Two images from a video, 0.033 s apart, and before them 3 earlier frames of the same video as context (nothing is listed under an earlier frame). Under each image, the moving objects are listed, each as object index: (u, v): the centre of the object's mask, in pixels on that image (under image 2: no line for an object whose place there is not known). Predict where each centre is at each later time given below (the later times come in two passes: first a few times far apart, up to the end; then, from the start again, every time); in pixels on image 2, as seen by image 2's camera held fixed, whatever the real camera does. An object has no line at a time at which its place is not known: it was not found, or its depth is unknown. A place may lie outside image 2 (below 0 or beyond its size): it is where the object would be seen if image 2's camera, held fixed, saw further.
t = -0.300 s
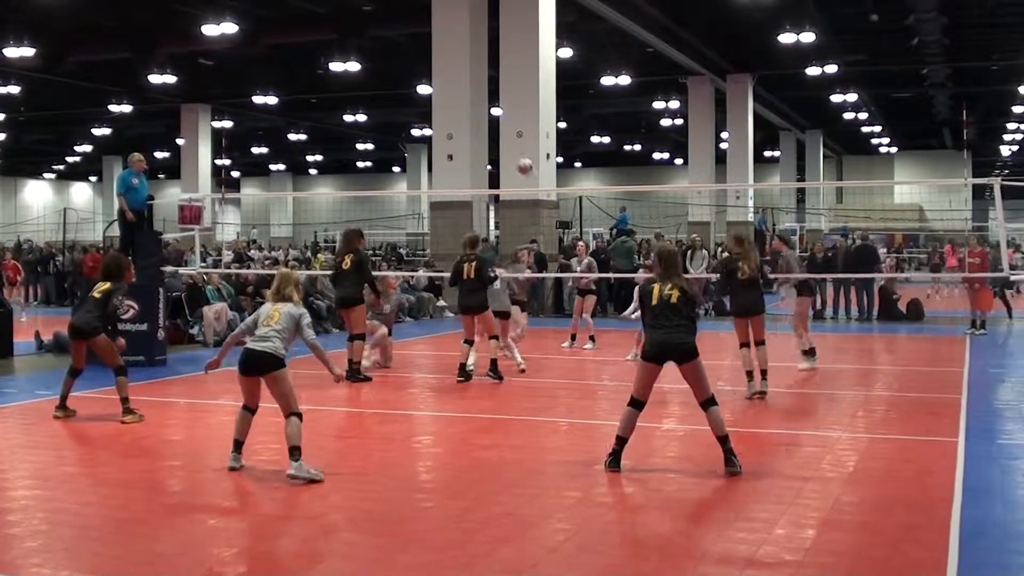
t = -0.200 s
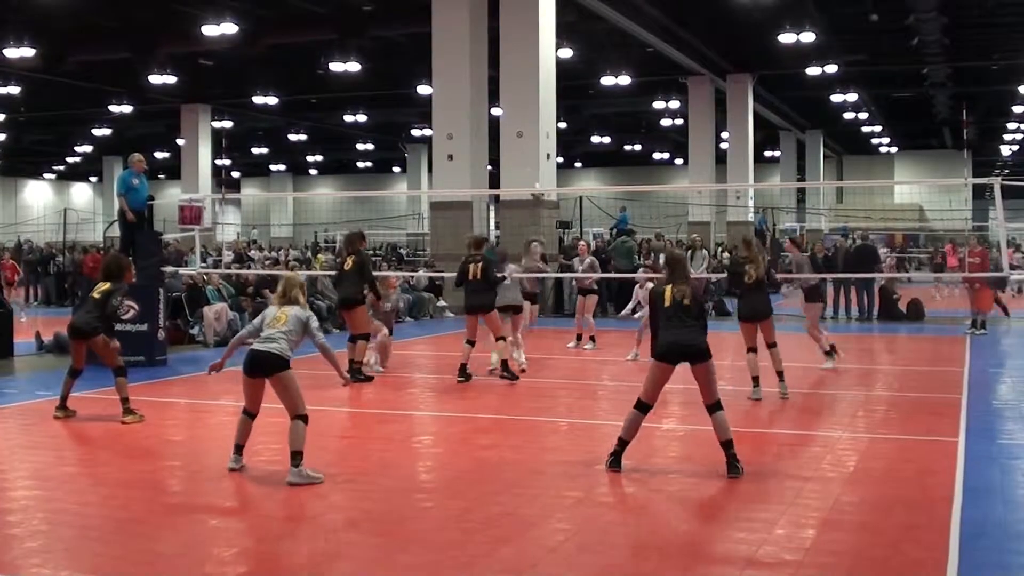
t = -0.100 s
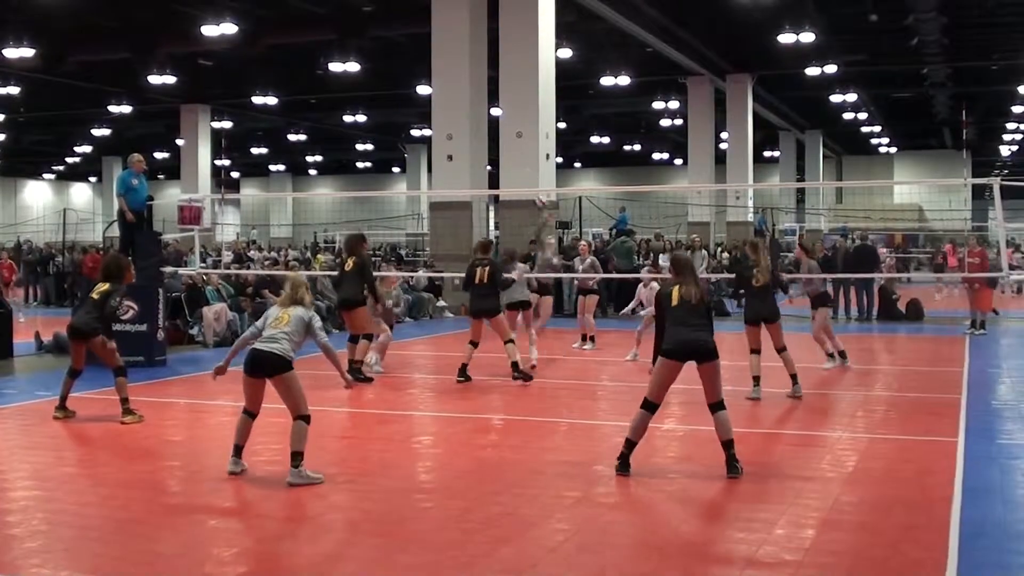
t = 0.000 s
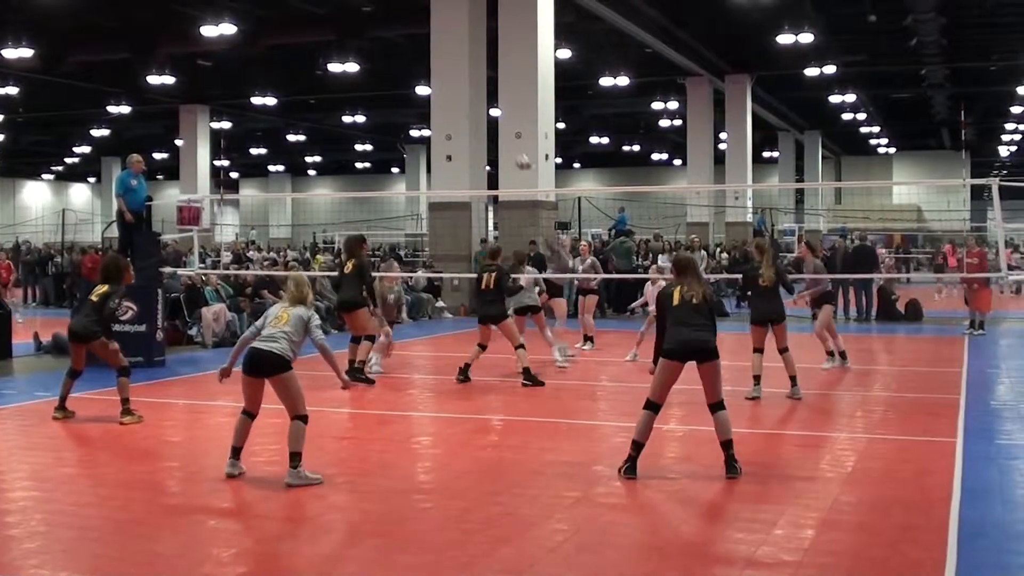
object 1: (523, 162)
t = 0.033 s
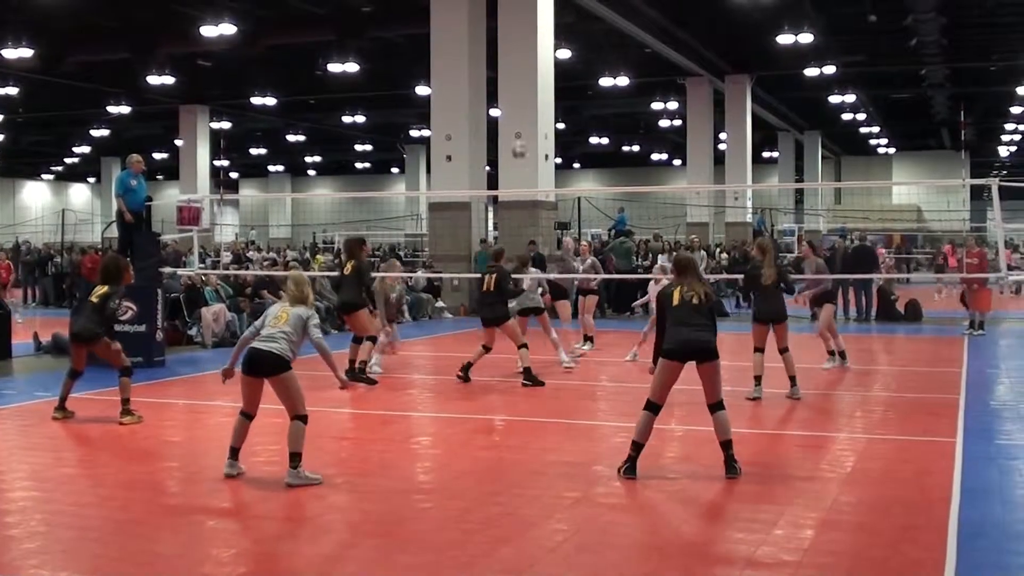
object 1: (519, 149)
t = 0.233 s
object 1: (481, 85)
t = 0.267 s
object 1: (472, 76)
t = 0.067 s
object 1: (512, 136)
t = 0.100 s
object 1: (506, 126)
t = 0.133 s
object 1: (501, 115)
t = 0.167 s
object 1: (494, 102)
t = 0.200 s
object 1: (487, 94)
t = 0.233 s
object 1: (481, 85)
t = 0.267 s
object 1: (472, 76)
